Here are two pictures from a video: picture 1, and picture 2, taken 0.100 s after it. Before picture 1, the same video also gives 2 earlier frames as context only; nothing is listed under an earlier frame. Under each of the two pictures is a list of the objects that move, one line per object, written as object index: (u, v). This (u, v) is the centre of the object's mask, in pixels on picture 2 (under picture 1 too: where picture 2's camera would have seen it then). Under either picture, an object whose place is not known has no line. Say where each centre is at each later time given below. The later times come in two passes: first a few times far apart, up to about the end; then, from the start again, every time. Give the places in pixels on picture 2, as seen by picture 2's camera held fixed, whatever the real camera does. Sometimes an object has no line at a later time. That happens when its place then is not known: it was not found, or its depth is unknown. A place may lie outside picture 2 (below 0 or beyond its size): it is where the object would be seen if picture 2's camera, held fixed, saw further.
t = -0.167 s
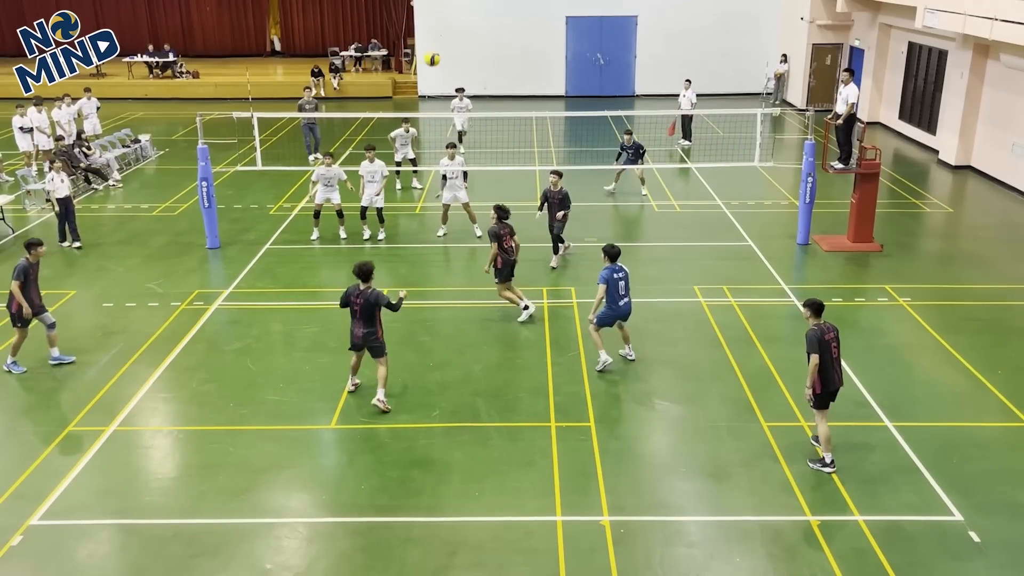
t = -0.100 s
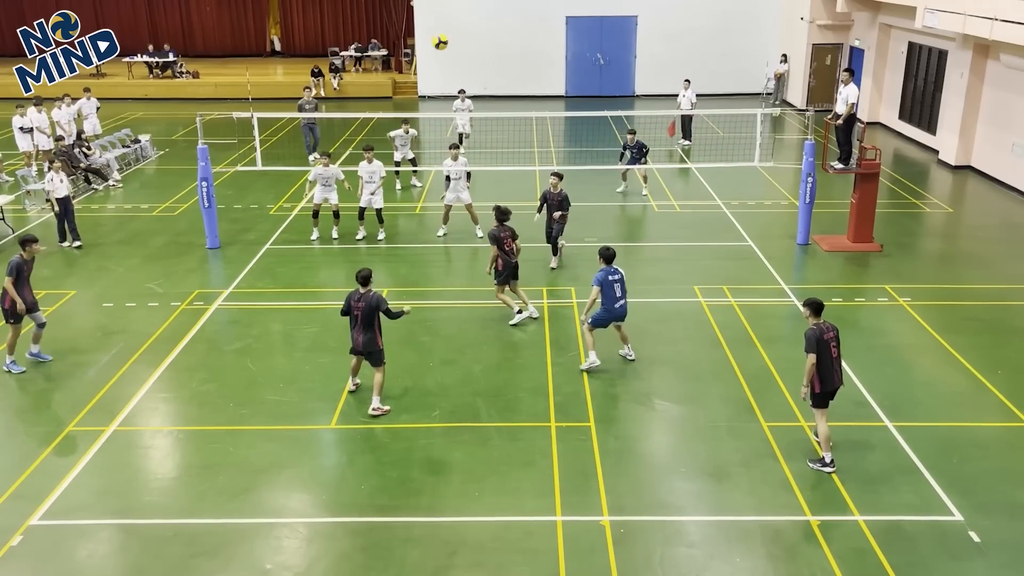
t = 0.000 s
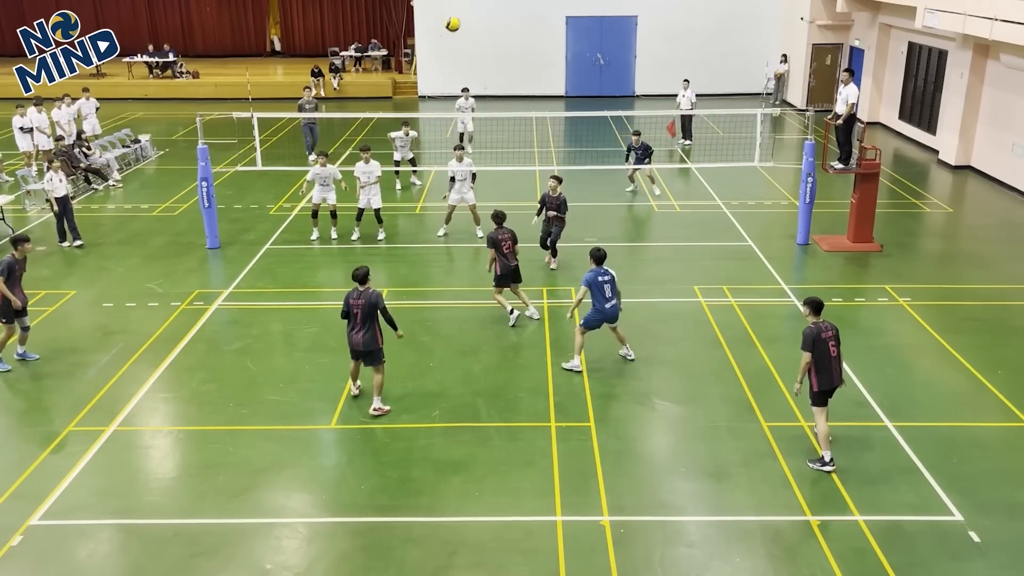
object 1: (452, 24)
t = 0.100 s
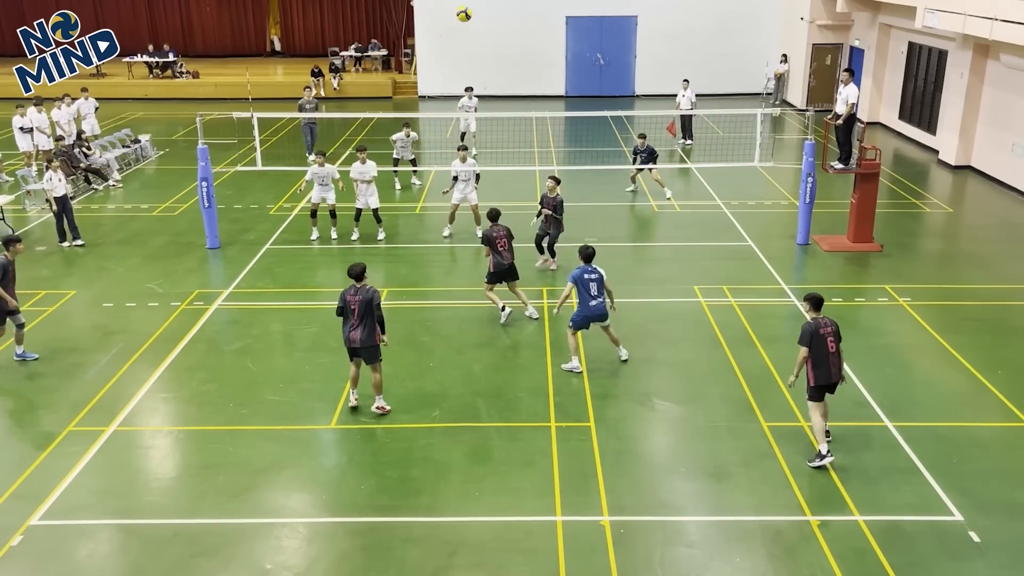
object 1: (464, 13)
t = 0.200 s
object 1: (476, 11)
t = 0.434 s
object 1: (501, 35)
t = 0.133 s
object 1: (468, 12)
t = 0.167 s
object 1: (472, 12)
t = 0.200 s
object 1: (476, 11)
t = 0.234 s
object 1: (479, 13)
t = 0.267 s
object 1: (483, 15)
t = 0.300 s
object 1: (487, 17)
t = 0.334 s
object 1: (491, 20)
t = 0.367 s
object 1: (494, 25)
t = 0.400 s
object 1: (497, 30)
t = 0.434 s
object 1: (501, 35)
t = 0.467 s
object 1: (504, 41)
